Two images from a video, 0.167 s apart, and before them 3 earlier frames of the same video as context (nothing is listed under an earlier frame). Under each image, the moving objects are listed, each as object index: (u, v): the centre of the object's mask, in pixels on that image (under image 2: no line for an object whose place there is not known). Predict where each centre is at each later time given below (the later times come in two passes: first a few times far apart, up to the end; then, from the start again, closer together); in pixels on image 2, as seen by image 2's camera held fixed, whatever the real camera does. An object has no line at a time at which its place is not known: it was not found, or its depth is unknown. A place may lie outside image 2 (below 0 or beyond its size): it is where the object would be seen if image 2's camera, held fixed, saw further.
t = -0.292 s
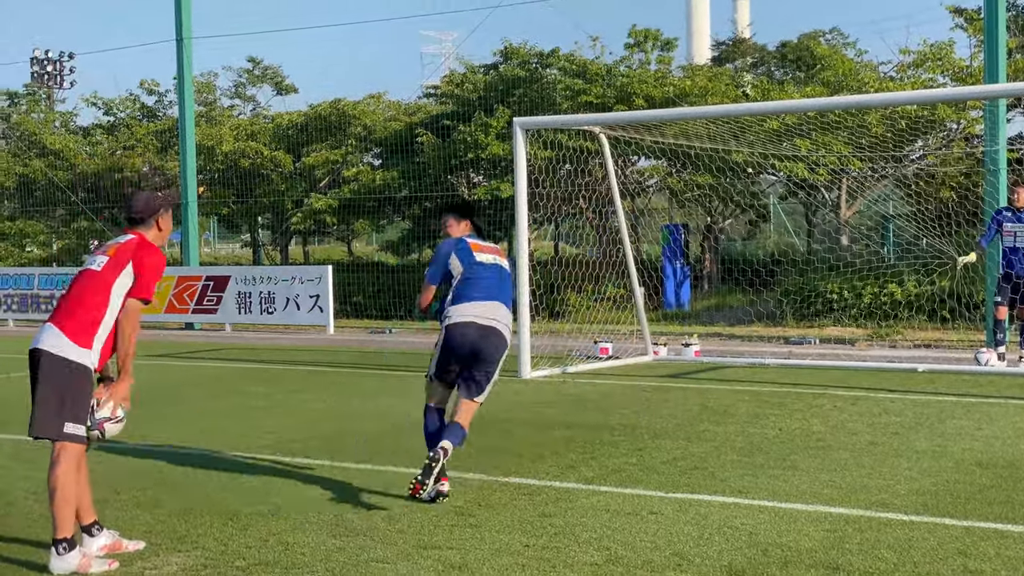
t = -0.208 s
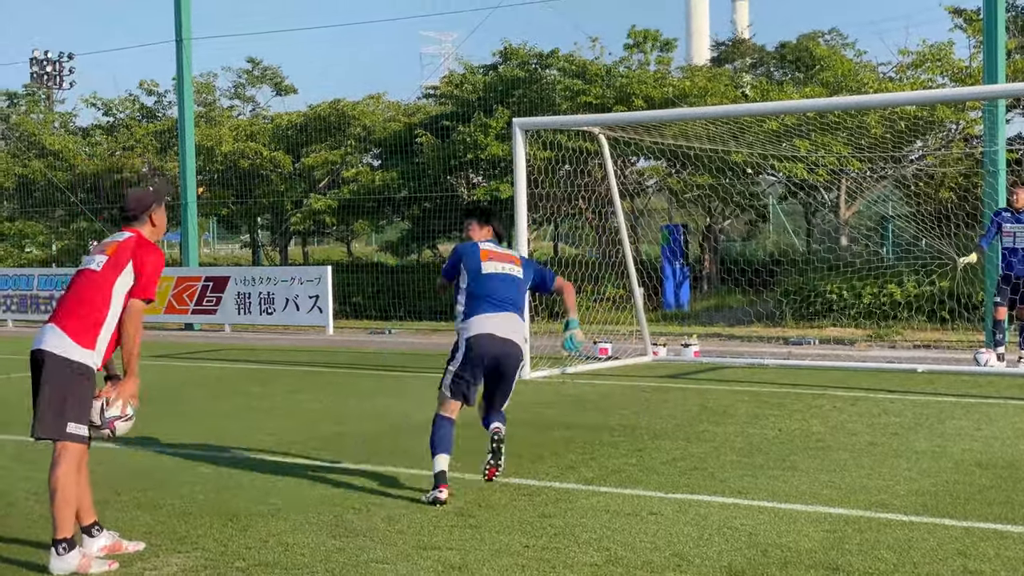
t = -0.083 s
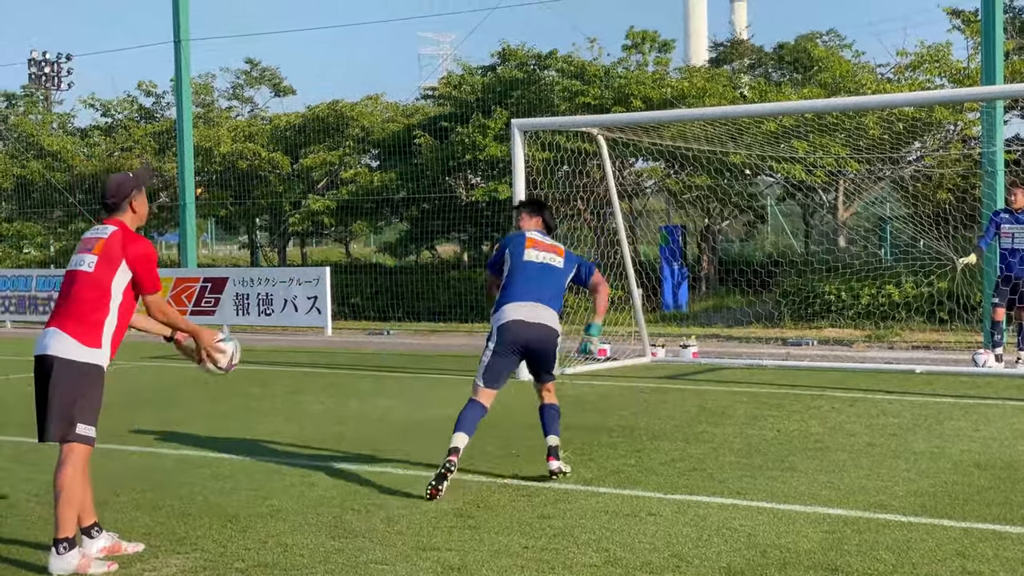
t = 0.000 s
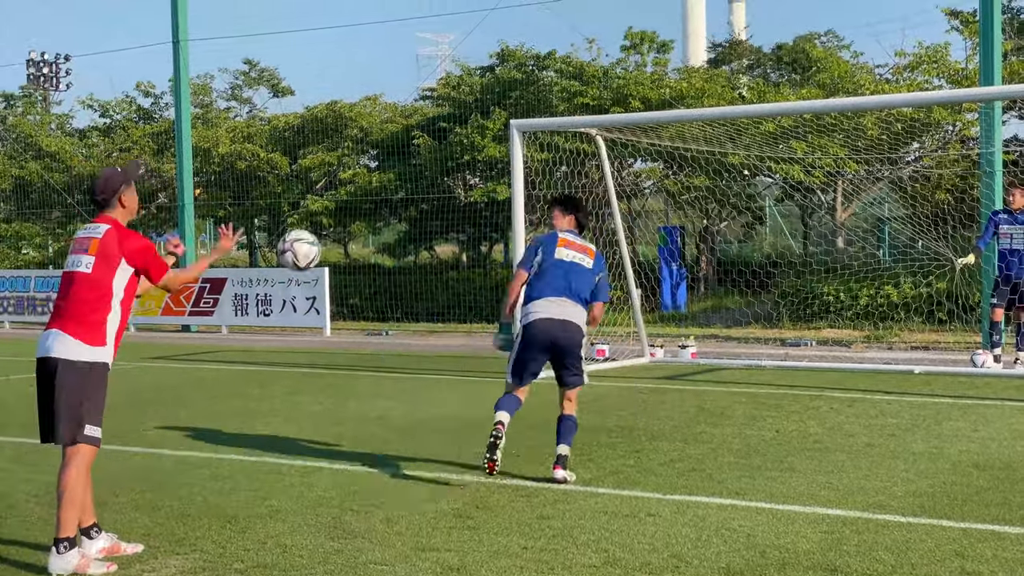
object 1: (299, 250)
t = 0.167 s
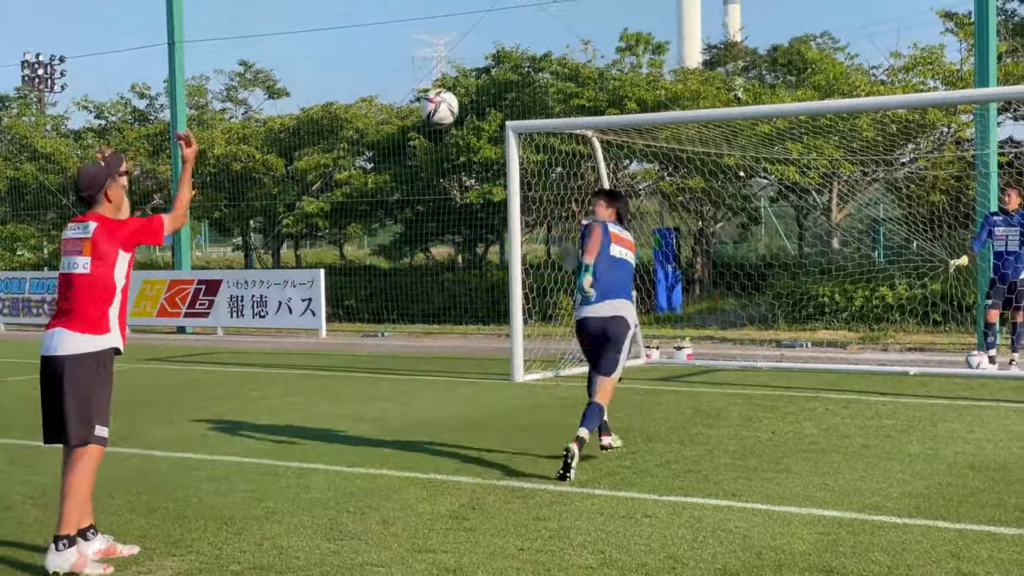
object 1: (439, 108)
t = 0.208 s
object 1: (472, 83)
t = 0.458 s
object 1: (636, 14)
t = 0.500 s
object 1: (660, 14)
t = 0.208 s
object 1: (472, 83)
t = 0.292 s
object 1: (531, 45)
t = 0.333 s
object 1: (560, 33)
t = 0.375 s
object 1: (587, 24)
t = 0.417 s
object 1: (612, 17)
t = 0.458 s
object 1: (636, 14)
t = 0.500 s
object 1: (660, 14)
